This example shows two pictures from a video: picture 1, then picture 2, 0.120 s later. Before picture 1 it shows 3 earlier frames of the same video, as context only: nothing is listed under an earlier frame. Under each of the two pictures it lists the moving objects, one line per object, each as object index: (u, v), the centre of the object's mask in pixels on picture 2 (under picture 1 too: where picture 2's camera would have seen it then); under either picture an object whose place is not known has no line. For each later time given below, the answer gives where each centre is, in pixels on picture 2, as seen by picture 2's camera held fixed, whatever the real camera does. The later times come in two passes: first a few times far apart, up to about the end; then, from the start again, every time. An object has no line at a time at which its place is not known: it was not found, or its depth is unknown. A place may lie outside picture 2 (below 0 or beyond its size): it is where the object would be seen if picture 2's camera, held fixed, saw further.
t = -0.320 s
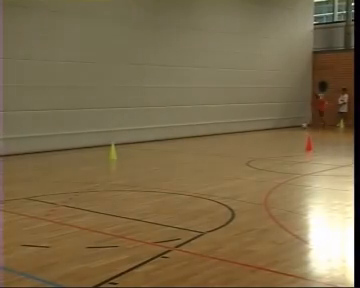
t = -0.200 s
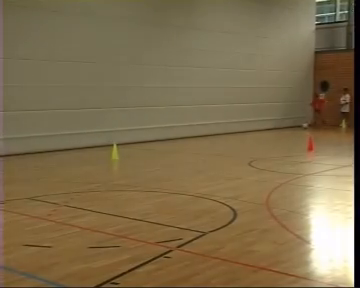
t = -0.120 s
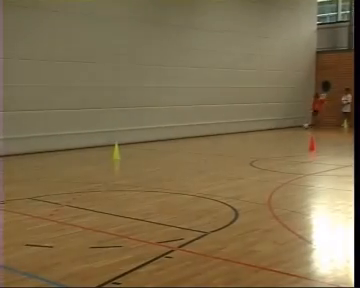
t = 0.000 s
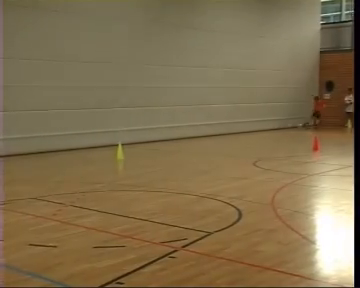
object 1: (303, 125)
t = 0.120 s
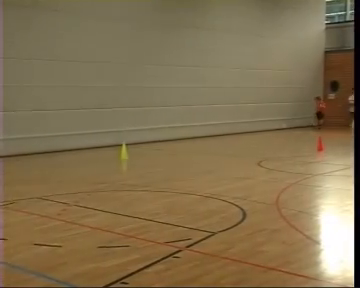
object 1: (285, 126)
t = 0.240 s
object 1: (262, 130)
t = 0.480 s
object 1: (217, 135)
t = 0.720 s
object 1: (173, 142)
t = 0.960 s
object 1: (127, 146)
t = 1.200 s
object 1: (76, 153)
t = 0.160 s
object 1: (277, 128)
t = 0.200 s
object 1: (269, 130)
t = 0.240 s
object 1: (262, 130)
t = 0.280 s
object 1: (253, 129)
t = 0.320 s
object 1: (248, 130)
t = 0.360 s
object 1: (240, 131)
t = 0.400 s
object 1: (233, 134)
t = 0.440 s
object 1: (224, 134)
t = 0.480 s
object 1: (217, 135)
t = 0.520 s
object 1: (212, 135)
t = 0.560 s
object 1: (203, 137)
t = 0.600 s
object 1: (194, 140)
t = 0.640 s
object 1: (188, 140)
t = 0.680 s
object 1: (180, 140)
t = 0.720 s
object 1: (173, 142)
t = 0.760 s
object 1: (164, 144)
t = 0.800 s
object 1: (156, 144)
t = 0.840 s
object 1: (150, 143)
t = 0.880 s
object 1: (142, 144)
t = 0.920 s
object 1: (134, 145)
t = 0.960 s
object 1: (127, 146)
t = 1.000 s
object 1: (116, 147)
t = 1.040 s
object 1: (109, 147)
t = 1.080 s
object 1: (103, 147)
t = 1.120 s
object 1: (93, 148)
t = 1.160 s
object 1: (85, 151)
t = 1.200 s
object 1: (76, 153)
